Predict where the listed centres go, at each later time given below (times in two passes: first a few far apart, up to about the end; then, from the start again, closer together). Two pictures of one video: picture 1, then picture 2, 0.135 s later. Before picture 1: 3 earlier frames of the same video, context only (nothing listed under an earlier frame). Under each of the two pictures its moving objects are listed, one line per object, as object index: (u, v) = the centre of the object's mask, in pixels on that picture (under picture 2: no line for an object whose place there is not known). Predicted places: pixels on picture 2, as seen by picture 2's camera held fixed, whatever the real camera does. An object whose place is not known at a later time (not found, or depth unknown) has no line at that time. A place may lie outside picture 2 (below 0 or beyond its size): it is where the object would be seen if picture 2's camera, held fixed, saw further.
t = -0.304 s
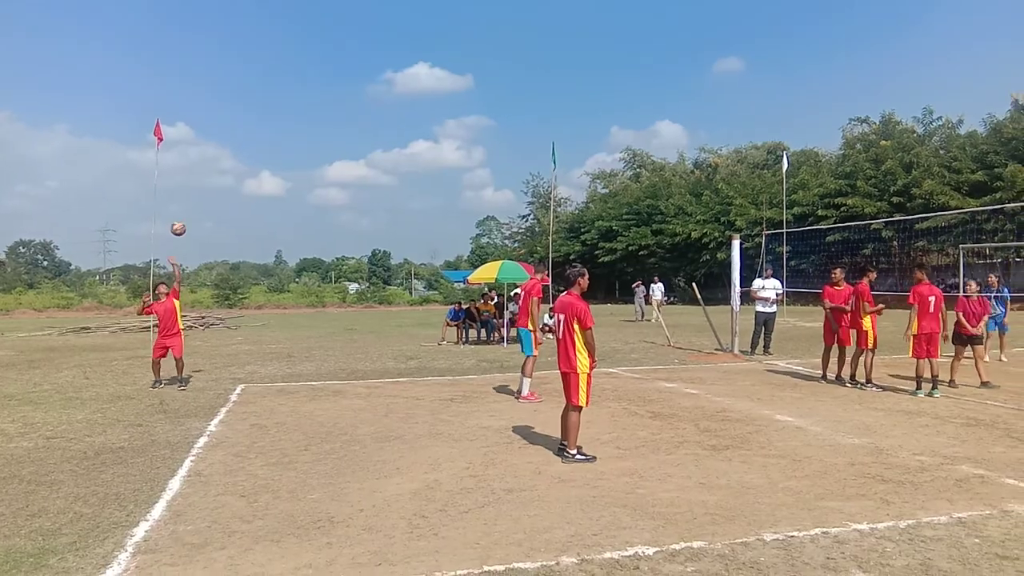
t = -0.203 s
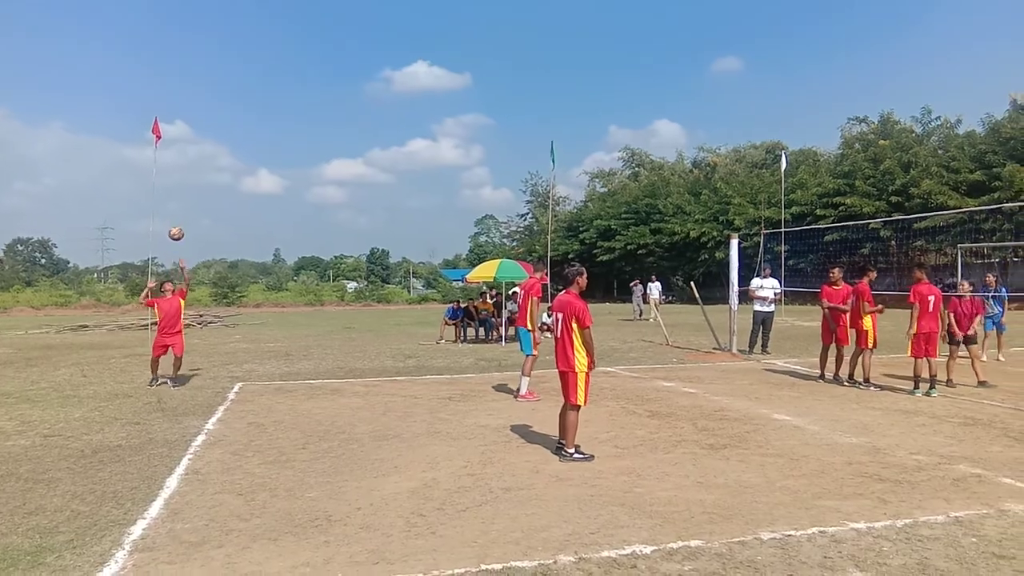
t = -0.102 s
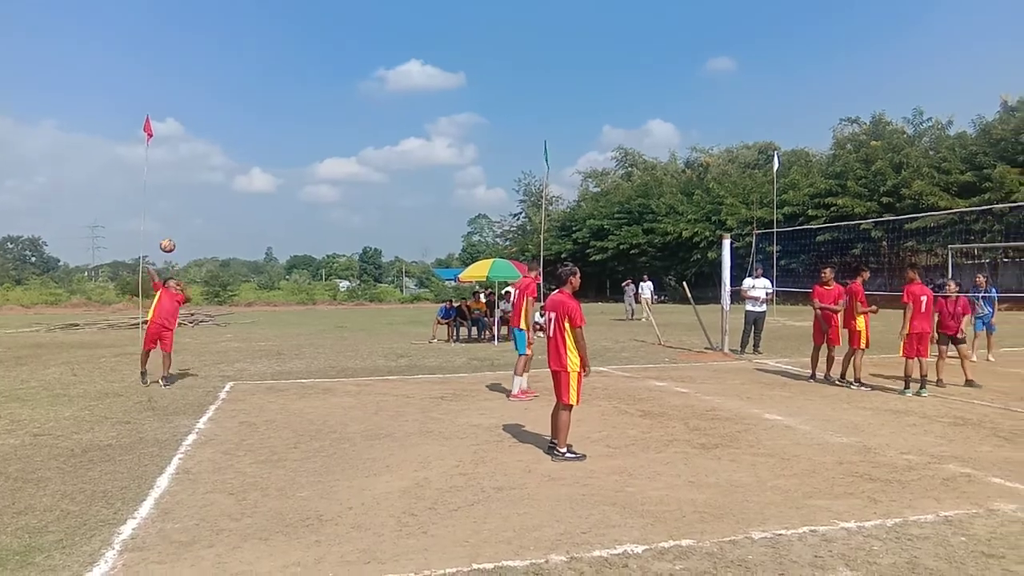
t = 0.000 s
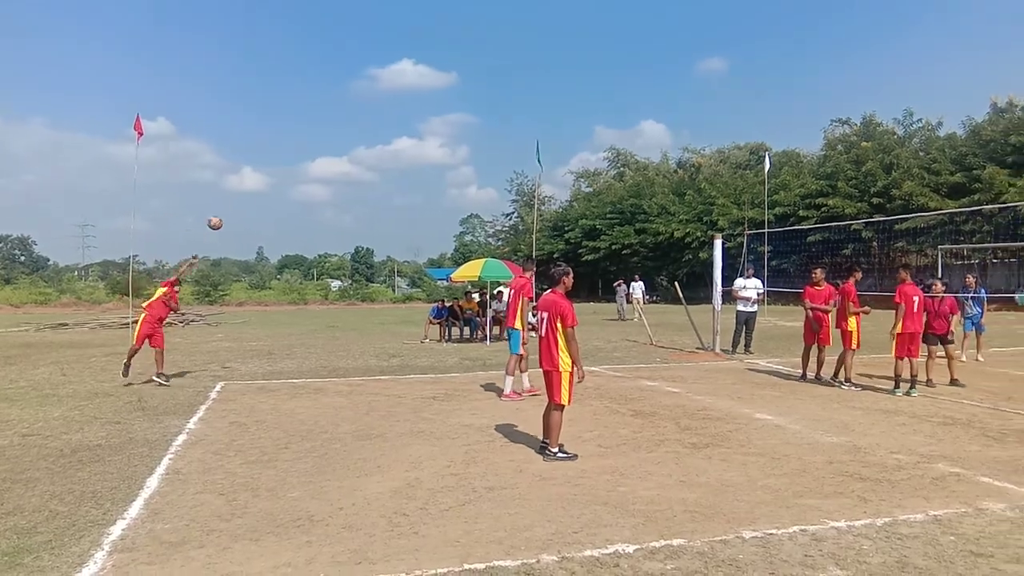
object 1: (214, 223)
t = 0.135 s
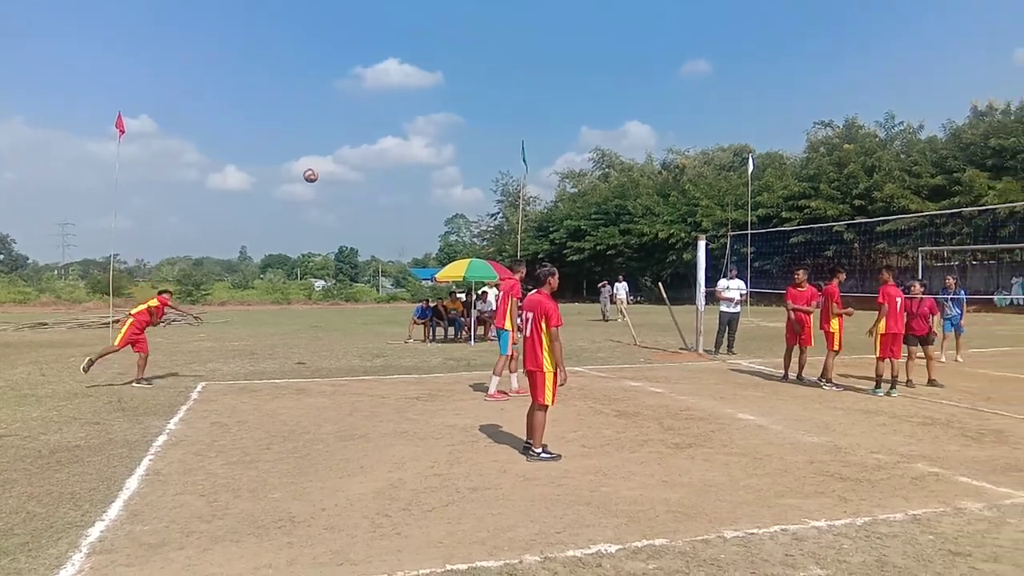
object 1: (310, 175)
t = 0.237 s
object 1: (393, 149)
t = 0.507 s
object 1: (604, 110)
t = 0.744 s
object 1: (777, 114)
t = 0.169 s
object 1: (338, 166)
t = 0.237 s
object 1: (393, 149)
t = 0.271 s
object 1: (420, 141)
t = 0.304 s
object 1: (447, 134)
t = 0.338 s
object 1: (473, 127)
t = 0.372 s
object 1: (499, 122)
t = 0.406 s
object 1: (526, 117)
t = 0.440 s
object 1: (553, 114)
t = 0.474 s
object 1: (579, 111)
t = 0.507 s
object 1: (604, 110)
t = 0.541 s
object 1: (629, 108)
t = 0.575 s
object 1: (654, 108)
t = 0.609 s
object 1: (680, 107)
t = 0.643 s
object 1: (704, 108)
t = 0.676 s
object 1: (728, 109)
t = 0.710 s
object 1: (752, 111)
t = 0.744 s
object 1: (777, 114)
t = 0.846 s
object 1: (846, 126)
